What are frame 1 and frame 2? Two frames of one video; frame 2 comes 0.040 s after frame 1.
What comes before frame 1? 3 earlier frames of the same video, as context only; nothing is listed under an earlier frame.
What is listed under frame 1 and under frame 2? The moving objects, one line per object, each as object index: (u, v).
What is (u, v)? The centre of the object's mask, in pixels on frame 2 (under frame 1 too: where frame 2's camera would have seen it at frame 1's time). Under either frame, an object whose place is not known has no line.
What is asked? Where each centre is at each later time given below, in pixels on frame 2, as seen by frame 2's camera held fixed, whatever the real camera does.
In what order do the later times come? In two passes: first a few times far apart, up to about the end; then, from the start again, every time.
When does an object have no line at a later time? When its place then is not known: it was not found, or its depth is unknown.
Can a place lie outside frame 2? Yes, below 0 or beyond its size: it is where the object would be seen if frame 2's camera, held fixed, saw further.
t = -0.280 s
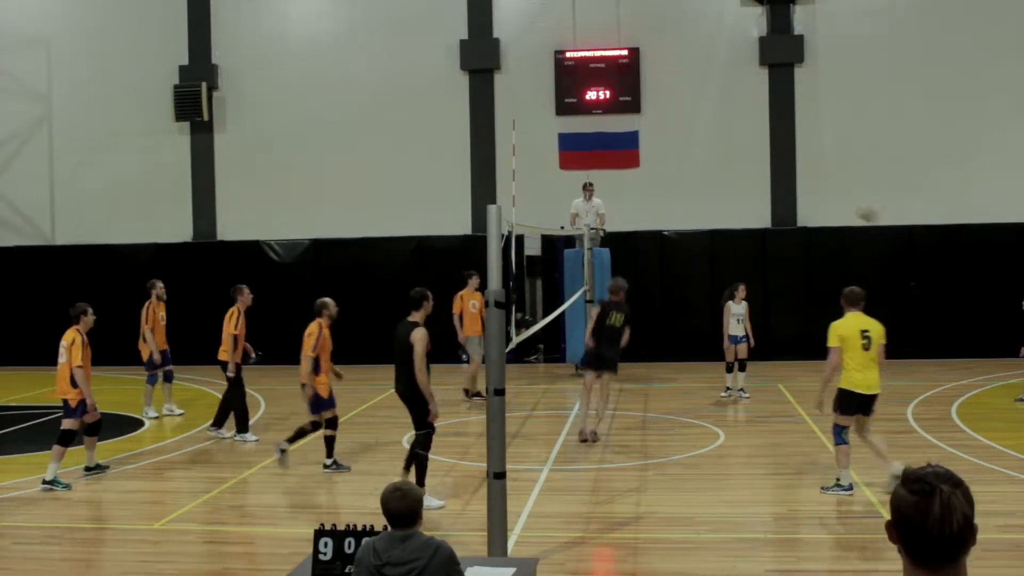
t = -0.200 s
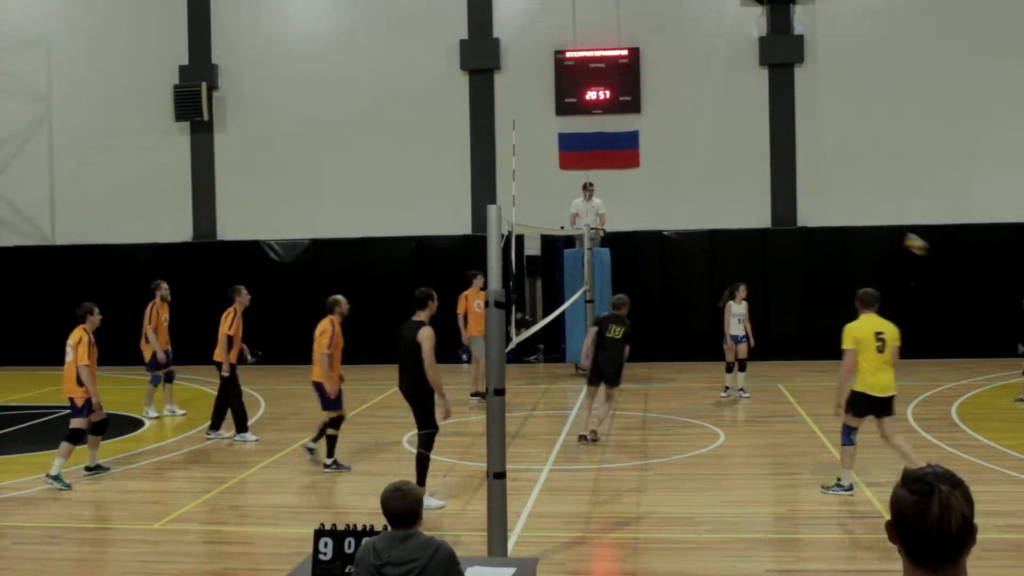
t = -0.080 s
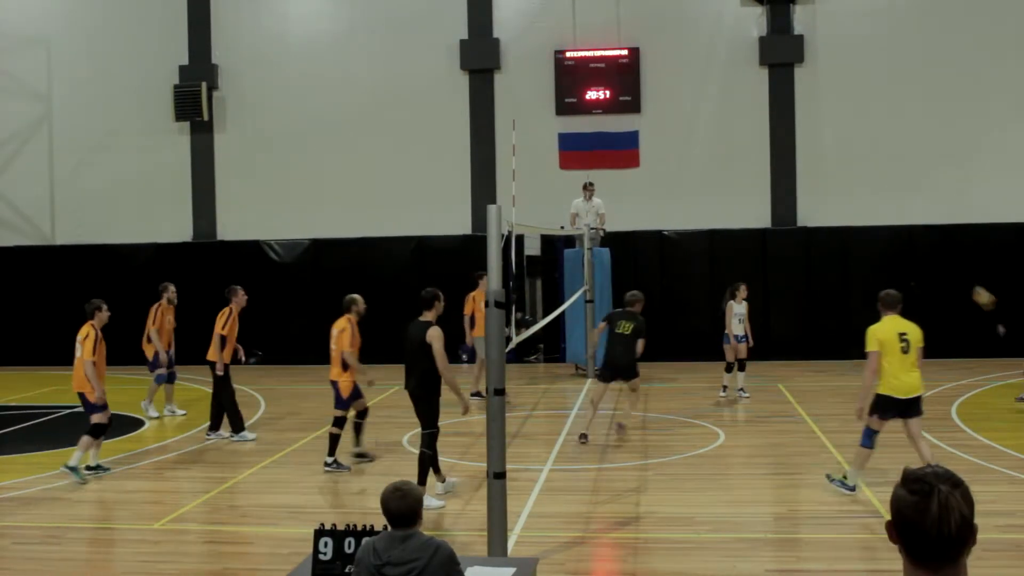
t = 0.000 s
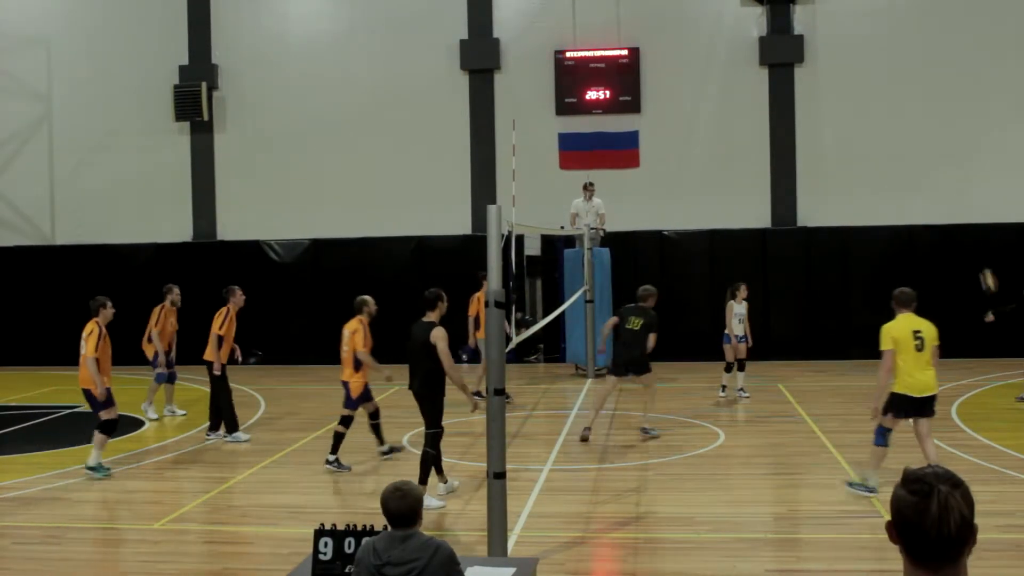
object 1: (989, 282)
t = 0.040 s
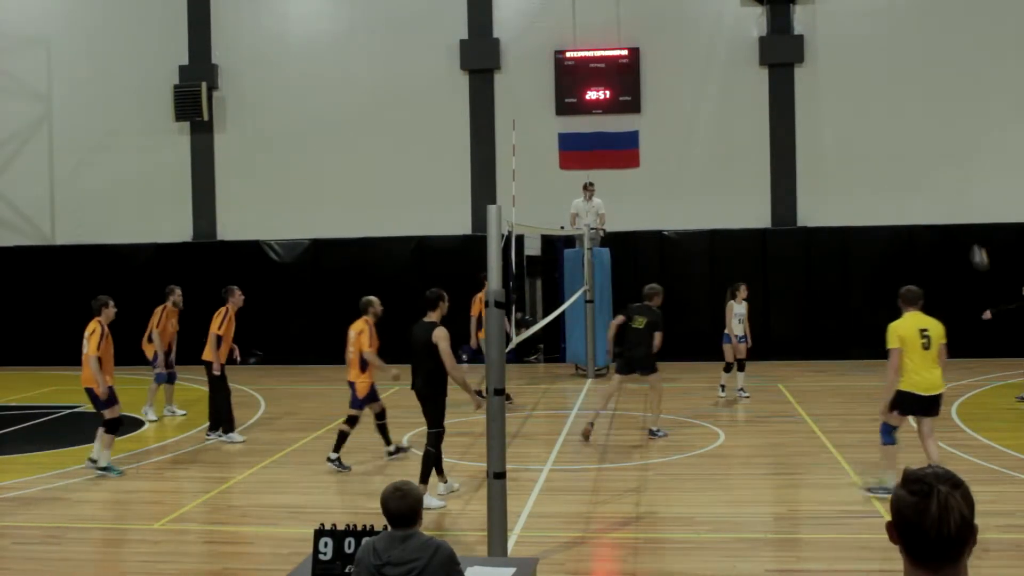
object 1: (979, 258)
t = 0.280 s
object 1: (926, 139)
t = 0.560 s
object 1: (866, 53)
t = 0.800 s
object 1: (816, 24)
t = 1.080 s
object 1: (759, 43)
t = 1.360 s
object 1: (702, 126)
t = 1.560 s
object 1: (664, 220)
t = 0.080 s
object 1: (970, 236)
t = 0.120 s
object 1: (962, 214)
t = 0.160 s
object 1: (953, 194)
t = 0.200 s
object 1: (943, 174)
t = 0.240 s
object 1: (935, 157)
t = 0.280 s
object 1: (926, 139)
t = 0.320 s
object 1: (918, 124)
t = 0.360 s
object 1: (909, 110)
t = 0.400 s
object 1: (901, 95)
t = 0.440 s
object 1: (892, 83)
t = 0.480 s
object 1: (882, 72)
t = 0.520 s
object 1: (873, 61)
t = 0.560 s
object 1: (866, 53)
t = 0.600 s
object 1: (857, 45)
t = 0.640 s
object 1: (850, 39)
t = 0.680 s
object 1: (841, 33)
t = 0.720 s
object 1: (832, 28)
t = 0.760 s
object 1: (824, 25)
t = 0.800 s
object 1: (816, 24)
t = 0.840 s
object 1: (807, 24)
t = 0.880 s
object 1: (799, 23)
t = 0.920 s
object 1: (791, 26)
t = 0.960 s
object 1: (782, 29)
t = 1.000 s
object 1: (774, 32)
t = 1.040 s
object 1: (767, 37)
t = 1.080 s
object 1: (759, 43)
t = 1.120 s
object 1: (750, 52)
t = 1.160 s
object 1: (742, 60)
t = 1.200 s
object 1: (734, 70)
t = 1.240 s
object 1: (726, 84)
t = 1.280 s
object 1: (719, 97)
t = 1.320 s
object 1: (709, 111)
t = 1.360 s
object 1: (702, 126)
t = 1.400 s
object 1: (695, 141)
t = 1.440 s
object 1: (685, 160)
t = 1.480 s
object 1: (679, 178)
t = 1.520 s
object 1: (671, 199)
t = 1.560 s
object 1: (664, 220)
